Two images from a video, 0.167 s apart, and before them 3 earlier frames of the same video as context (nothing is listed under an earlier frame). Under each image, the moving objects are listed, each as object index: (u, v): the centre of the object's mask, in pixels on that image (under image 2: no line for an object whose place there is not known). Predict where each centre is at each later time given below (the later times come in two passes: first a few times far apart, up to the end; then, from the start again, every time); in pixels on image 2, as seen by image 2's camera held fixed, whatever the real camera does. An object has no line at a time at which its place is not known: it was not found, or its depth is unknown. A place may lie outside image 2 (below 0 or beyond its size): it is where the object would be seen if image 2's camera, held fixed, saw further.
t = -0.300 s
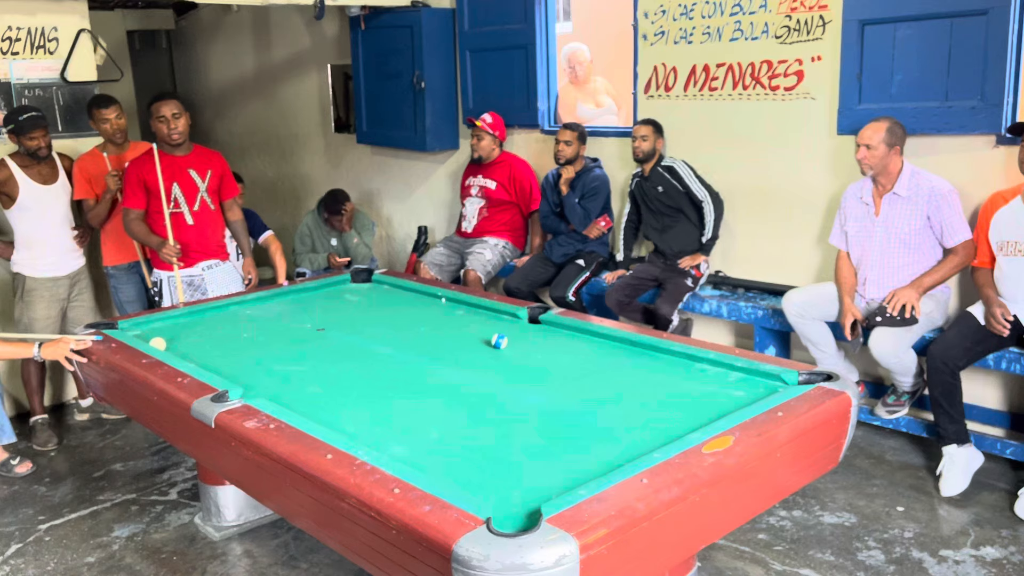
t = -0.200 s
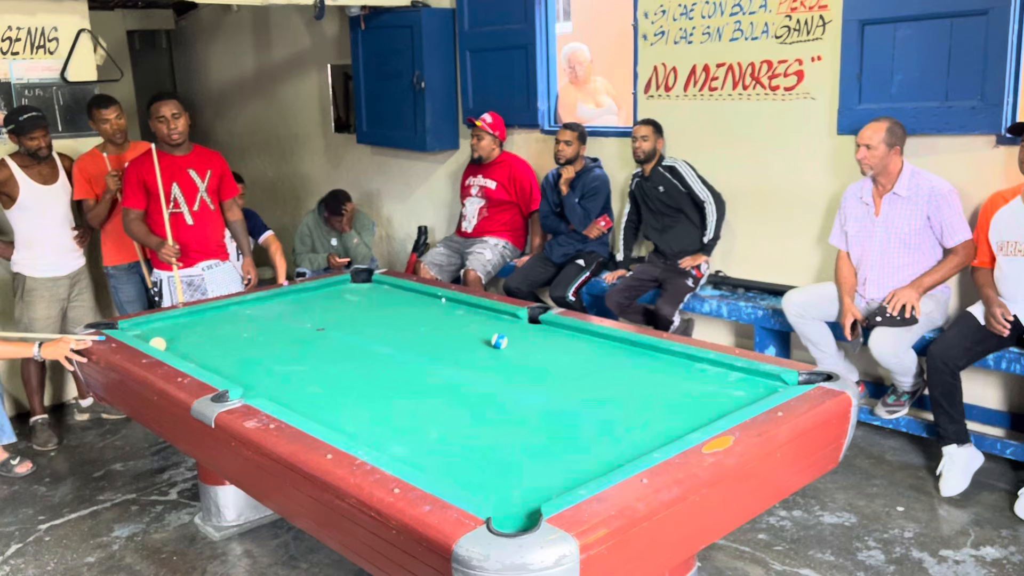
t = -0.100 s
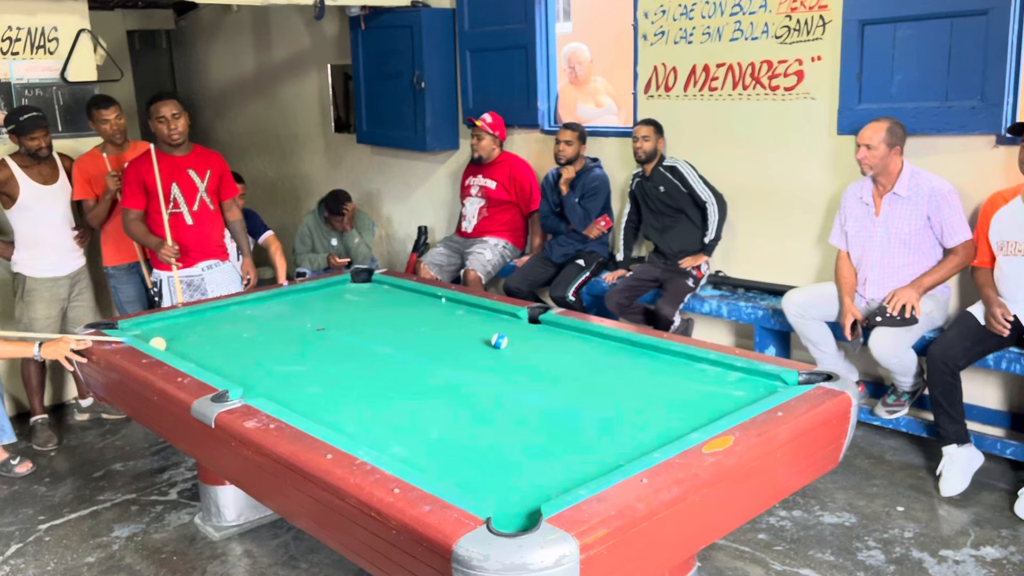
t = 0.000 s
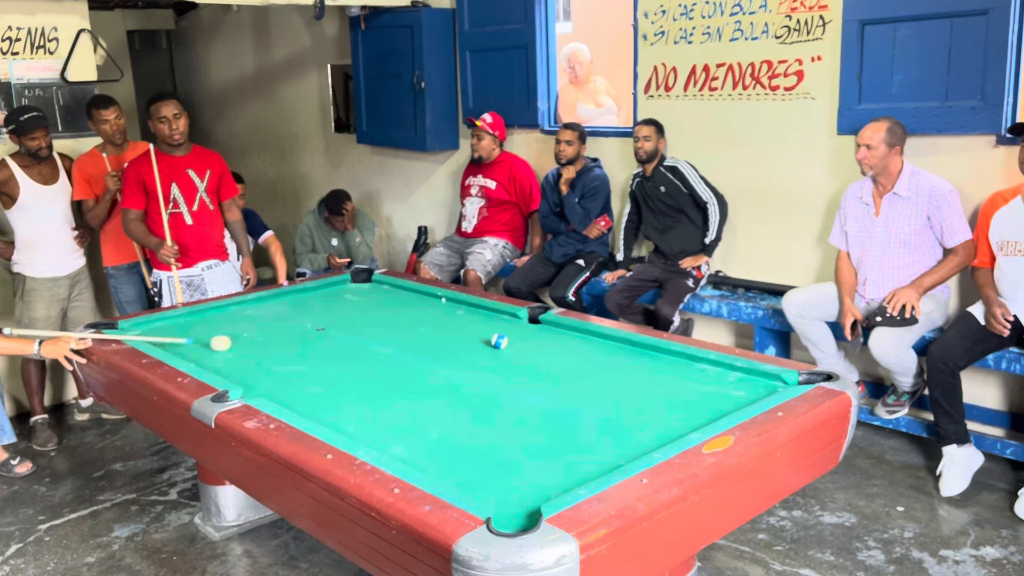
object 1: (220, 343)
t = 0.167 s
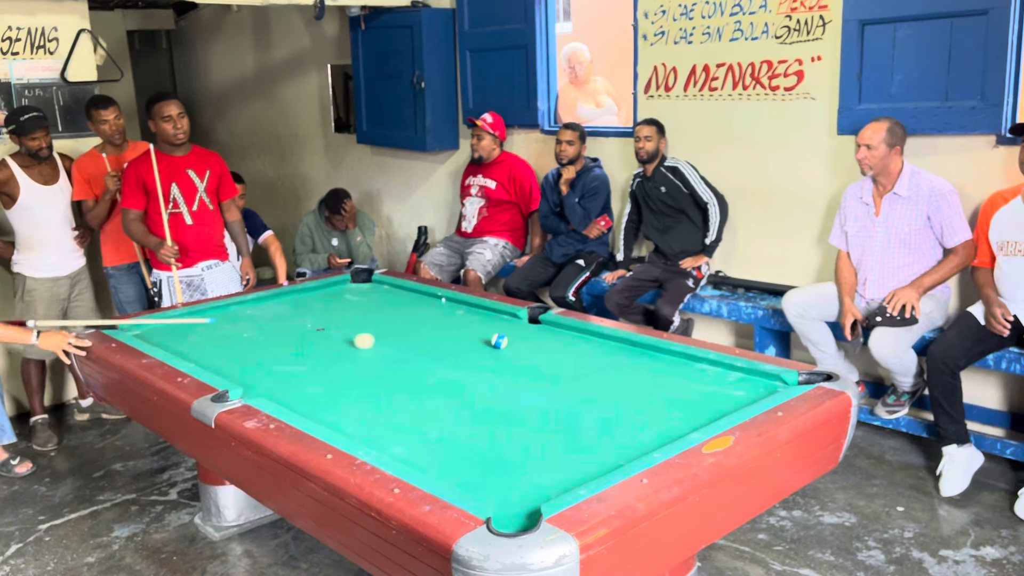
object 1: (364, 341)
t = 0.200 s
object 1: (393, 340)
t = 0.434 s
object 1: (520, 328)
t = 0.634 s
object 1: (520, 329)
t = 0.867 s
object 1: (494, 341)
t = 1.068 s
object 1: (470, 352)
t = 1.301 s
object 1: (442, 365)
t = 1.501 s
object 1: (416, 376)
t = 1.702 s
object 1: (390, 389)
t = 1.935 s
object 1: (358, 403)
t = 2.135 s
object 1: (329, 416)
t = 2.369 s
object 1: (336, 417)
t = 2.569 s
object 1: (357, 412)
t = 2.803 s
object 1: (378, 407)
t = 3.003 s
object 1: (394, 403)
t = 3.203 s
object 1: (409, 399)
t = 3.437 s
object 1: (424, 396)
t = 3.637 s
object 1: (435, 393)
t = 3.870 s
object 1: (446, 390)
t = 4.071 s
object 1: (453, 388)
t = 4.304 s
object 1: (458, 385)
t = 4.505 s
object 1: (460, 384)
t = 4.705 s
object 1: (461, 383)
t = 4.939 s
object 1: (462, 382)
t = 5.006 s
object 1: (462, 382)
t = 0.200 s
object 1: (393, 340)
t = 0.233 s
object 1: (421, 340)
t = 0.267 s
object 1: (450, 339)
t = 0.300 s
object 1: (479, 339)
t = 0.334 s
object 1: (493, 336)
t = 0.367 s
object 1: (501, 333)
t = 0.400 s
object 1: (511, 330)
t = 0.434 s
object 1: (520, 328)
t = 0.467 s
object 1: (530, 325)
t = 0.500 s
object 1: (541, 322)
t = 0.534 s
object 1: (536, 324)
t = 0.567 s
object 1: (530, 326)
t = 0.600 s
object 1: (524, 328)
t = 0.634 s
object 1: (520, 329)
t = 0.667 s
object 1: (516, 331)
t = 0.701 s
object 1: (512, 333)
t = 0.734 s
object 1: (509, 334)
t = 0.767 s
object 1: (505, 336)
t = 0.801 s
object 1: (501, 338)
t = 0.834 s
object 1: (497, 340)
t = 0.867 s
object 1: (494, 341)
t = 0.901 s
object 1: (490, 343)
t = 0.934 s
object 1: (486, 345)
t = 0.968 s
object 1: (482, 346)
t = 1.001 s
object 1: (478, 348)
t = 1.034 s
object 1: (474, 350)
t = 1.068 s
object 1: (470, 352)
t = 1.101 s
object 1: (466, 354)
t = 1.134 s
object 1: (462, 356)
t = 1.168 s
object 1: (458, 357)
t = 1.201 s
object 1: (454, 359)
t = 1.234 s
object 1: (450, 361)
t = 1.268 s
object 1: (446, 363)
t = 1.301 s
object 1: (442, 365)
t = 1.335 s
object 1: (437, 367)
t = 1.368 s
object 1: (433, 369)
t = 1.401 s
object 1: (429, 370)
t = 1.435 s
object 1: (425, 373)
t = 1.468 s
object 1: (420, 374)
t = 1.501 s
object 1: (416, 376)
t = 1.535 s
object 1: (412, 378)
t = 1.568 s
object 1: (407, 380)
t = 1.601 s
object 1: (403, 382)
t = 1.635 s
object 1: (399, 384)
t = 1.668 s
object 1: (394, 386)
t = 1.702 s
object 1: (390, 389)
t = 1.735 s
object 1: (385, 390)
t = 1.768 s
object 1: (381, 392)
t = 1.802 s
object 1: (376, 394)
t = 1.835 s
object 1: (371, 397)
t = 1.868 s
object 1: (367, 399)
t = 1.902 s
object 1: (362, 401)
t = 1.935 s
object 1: (358, 403)
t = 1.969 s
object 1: (353, 405)
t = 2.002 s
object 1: (348, 407)
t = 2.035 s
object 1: (343, 410)
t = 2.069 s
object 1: (339, 412)
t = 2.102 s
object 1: (334, 414)
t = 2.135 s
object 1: (329, 416)
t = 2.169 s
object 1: (324, 418)
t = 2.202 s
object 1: (320, 419)
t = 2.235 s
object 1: (321, 419)
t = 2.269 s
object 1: (325, 419)
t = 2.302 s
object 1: (329, 419)
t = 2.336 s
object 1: (332, 418)
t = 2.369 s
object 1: (336, 417)
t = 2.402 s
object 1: (340, 416)
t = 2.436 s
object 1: (343, 415)
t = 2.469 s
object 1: (346, 414)
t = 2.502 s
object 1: (350, 414)
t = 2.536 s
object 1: (353, 413)
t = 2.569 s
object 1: (357, 412)
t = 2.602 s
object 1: (360, 411)
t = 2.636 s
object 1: (363, 411)
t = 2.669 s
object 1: (366, 410)
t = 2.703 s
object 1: (369, 409)
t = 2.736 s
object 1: (372, 408)
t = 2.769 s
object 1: (375, 408)
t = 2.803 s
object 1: (378, 407)
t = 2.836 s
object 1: (381, 406)
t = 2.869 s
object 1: (383, 406)
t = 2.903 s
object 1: (386, 405)
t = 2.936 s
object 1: (389, 404)
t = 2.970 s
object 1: (392, 404)
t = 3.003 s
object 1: (394, 403)
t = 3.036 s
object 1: (397, 402)
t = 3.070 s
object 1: (399, 402)
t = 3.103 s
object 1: (402, 401)
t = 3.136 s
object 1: (404, 401)
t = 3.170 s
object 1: (407, 400)
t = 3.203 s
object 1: (409, 399)
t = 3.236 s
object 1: (411, 399)
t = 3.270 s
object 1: (413, 398)
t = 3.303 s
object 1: (416, 398)
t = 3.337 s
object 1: (418, 397)
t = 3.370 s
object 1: (420, 397)
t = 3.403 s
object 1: (422, 396)
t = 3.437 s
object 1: (424, 396)
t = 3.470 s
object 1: (426, 395)
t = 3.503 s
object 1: (428, 395)
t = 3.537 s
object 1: (430, 394)
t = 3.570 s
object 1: (432, 394)
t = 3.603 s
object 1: (433, 394)
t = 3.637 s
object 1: (435, 393)
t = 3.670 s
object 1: (437, 393)
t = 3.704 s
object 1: (439, 392)
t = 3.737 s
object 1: (440, 392)
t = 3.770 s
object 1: (442, 391)
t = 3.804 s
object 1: (443, 391)
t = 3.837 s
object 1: (445, 390)
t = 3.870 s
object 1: (446, 390)
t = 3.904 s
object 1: (447, 390)
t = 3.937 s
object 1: (448, 389)
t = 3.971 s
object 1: (450, 389)
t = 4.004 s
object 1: (451, 389)
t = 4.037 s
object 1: (452, 388)
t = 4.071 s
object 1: (453, 388)
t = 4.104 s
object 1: (454, 388)
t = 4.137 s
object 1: (454, 387)
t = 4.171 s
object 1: (455, 387)
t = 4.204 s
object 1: (456, 386)
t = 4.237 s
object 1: (457, 386)
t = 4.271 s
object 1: (457, 386)
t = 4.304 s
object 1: (458, 385)
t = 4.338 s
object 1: (458, 385)
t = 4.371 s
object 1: (459, 385)
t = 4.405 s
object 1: (459, 384)
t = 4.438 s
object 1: (460, 384)
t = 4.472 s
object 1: (460, 384)
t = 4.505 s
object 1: (460, 384)
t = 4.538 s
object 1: (461, 384)
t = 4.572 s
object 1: (461, 383)
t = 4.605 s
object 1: (461, 383)
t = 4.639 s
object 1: (461, 383)
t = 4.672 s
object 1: (461, 383)
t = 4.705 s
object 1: (461, 383)
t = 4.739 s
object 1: (461, 382)
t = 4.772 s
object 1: (462, 382)
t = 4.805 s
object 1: (462, 382)
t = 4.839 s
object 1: (462, 382)
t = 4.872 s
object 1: (462, 382)
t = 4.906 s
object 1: (462, 382)
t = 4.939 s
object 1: (462, 382)
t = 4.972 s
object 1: (462, 382)
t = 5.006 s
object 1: (462, 382)
